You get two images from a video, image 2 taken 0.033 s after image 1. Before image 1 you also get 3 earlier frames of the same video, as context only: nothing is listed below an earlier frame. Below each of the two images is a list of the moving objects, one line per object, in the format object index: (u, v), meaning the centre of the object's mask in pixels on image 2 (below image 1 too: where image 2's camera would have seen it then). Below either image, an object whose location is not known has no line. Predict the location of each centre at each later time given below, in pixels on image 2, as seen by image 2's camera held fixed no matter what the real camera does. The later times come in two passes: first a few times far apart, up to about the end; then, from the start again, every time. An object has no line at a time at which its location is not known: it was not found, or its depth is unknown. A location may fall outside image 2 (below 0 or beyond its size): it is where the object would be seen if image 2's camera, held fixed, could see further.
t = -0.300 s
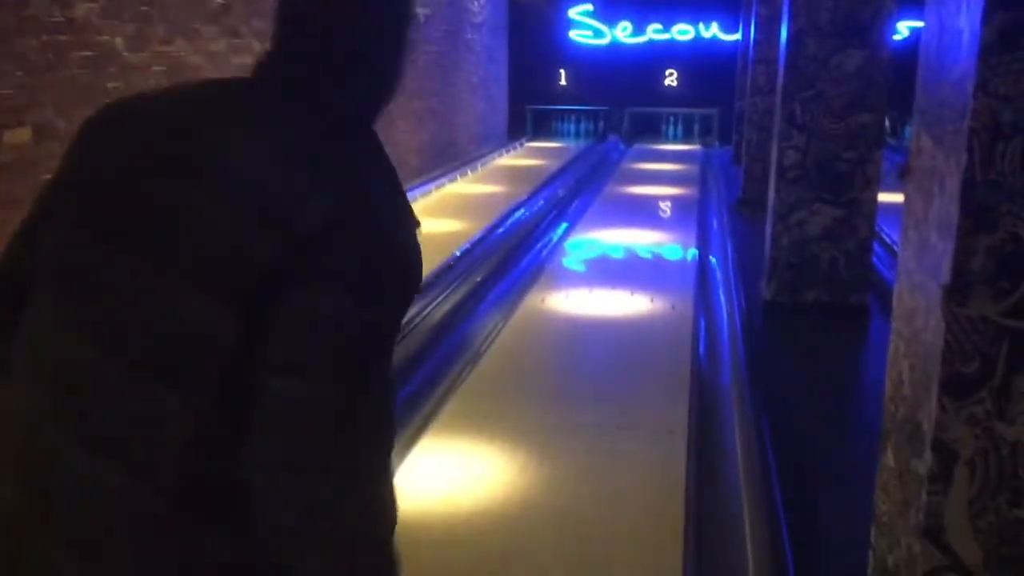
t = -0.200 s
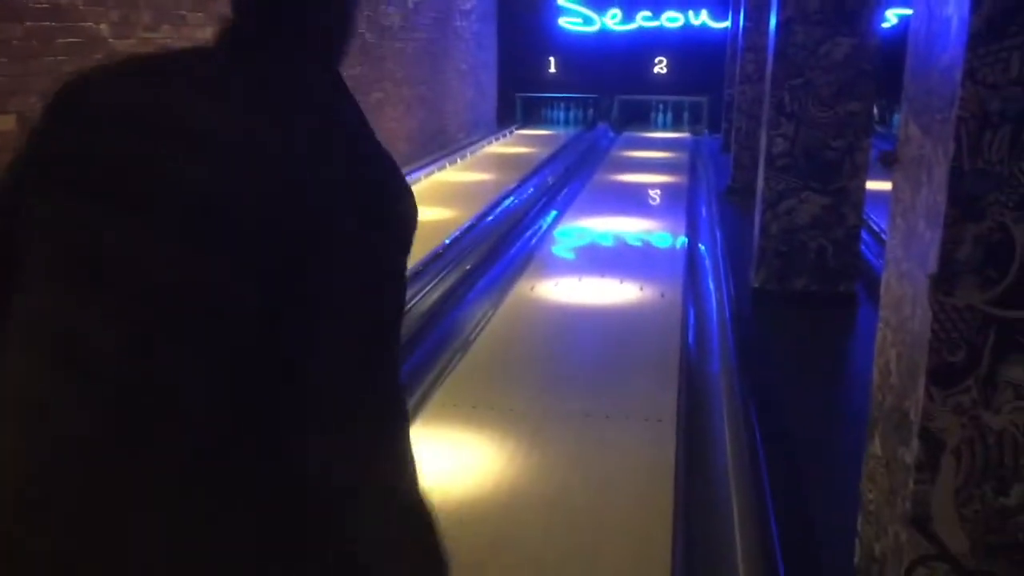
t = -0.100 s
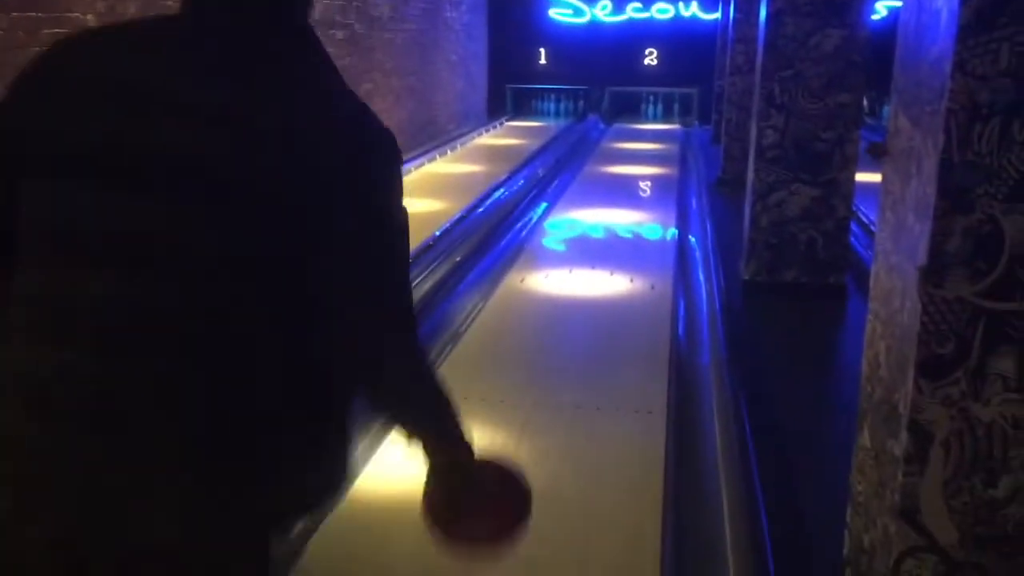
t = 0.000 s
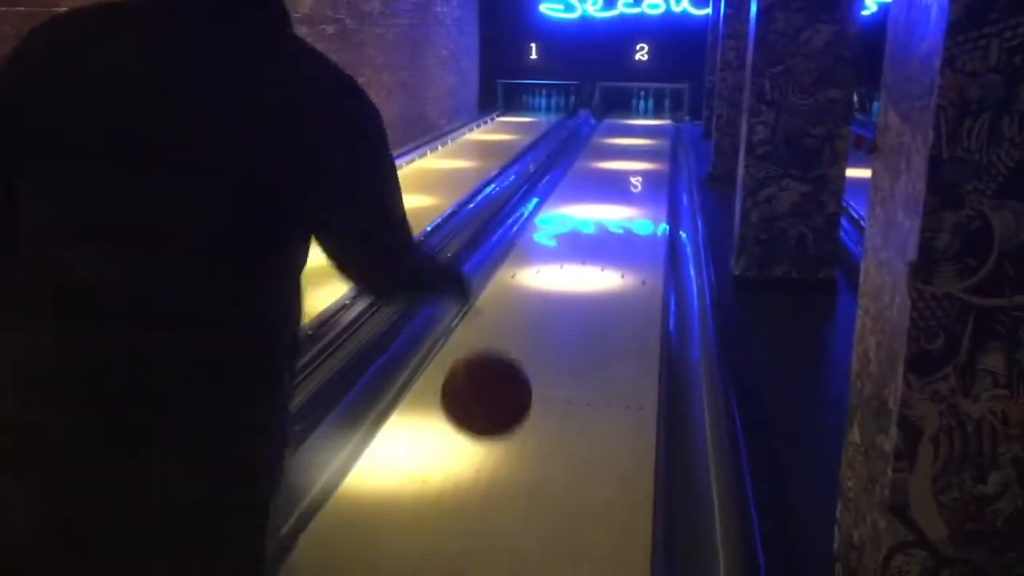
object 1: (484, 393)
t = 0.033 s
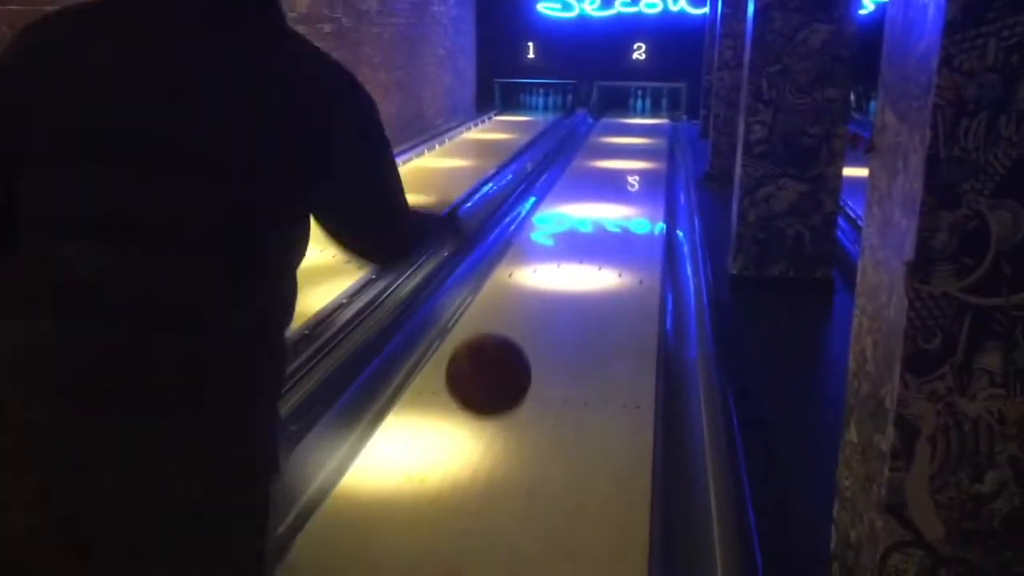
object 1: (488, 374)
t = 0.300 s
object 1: (512, 376)
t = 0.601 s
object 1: (526, 316)
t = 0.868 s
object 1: (534, 267)
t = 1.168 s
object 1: (541, 231)
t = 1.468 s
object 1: (547, 206)
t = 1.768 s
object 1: (550, 188)
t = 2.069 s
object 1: (554, 174)
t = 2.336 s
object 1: (553, 167)
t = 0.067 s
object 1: (492, 362)
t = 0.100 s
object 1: (496, 354)
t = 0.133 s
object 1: (500, 349)
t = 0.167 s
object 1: (503, 349)
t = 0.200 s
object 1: (506, 352)
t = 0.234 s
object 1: (509, 357)
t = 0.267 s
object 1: (511, 365)
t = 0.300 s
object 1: (512, 376)
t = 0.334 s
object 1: (513, 388)
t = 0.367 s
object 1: (515, 381)
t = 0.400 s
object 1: (517, 366)
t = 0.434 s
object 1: (519, 353)
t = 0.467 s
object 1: (520, 345)
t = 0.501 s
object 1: (522, 339)
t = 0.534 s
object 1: (523, 333)
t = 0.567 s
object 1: (525, 325)
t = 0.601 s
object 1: (526, 316)
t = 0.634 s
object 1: (527, 309)
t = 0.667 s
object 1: (528, 301)
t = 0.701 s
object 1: (530, 294)
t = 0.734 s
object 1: (530, 288)
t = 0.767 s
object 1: (531, 282)
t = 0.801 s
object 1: (532, 276)
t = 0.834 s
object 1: (533, 271)
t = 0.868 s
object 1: (534, 267)
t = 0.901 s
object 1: (535, 261)
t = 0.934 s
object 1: (536, 257)
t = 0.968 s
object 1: (537, 252)
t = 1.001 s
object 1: (538, 248)
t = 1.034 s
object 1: (538, 244)
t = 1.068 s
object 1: (539, 240)
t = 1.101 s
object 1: (540, 237)
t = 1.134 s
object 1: (541, 234)
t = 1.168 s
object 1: (541, 231)
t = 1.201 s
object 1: (542, 227)
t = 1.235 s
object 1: (542, 224)
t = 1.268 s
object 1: (543, 221)
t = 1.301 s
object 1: (544, 218)
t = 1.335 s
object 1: (544, 215)
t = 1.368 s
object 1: (545, 213)
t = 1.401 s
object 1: (545, 211)
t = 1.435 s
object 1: (546, 208)
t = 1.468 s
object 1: (547, 206)
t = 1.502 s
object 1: (547, 204)
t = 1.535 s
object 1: (548, 202)
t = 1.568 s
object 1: (548, 199)
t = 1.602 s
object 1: (549, 198)
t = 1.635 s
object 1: (549, 196)
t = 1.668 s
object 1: (549, 194)
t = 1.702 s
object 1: (550, 192)
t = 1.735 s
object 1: (550, 190)
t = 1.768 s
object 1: (550, 188)
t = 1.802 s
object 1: (551, 187)
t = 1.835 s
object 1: (551, 185)
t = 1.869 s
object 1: (552, 183)
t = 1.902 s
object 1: (552, 181)
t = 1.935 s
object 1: (553, 179)
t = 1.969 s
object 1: (553, 177)
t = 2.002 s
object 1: (553, 176)
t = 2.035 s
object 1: (553, 175)
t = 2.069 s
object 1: (554, 174)
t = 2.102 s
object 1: (554, 172)
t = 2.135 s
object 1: (554, 171)
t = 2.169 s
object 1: (554, 171)
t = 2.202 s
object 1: (553, 171)
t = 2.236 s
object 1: (553, 171)
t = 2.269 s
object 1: (553, 170)
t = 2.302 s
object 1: (552, 168)
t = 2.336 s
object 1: (553, 167)
